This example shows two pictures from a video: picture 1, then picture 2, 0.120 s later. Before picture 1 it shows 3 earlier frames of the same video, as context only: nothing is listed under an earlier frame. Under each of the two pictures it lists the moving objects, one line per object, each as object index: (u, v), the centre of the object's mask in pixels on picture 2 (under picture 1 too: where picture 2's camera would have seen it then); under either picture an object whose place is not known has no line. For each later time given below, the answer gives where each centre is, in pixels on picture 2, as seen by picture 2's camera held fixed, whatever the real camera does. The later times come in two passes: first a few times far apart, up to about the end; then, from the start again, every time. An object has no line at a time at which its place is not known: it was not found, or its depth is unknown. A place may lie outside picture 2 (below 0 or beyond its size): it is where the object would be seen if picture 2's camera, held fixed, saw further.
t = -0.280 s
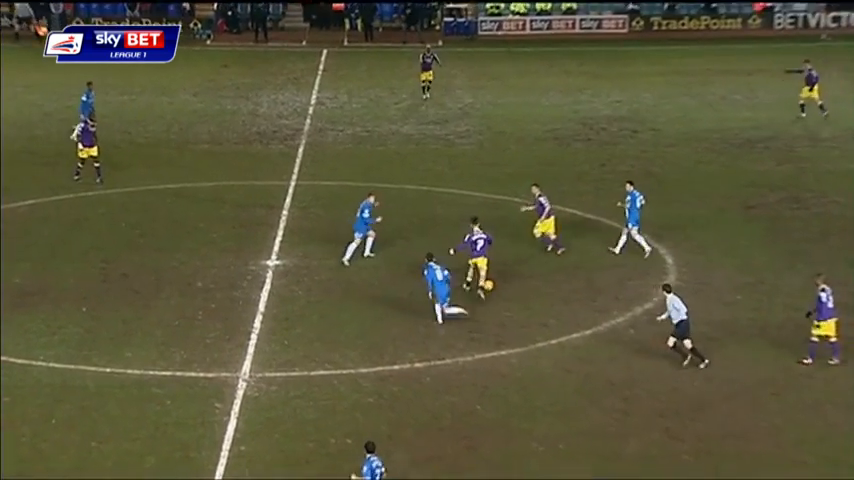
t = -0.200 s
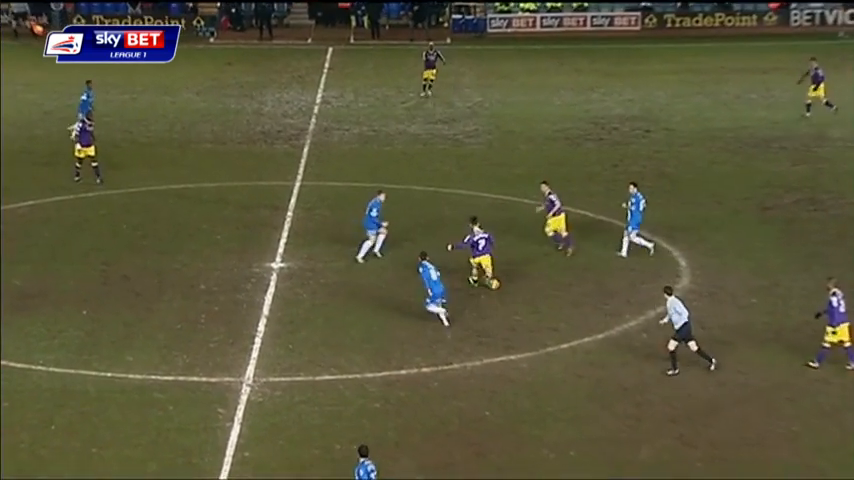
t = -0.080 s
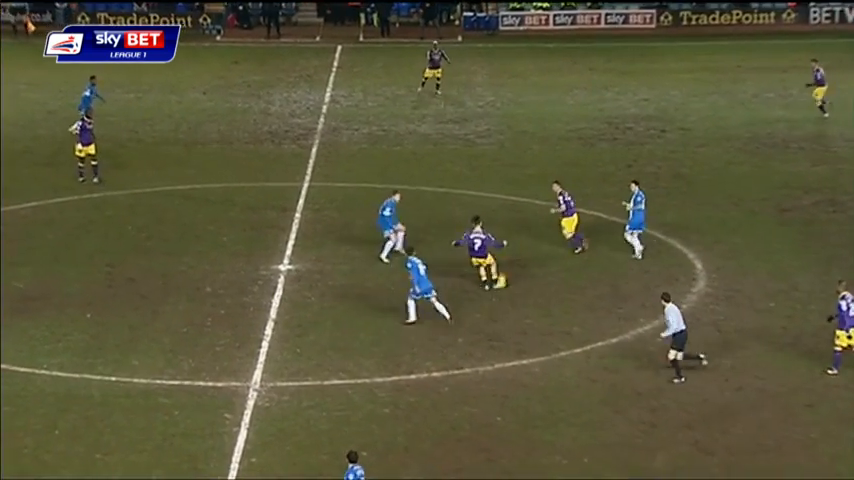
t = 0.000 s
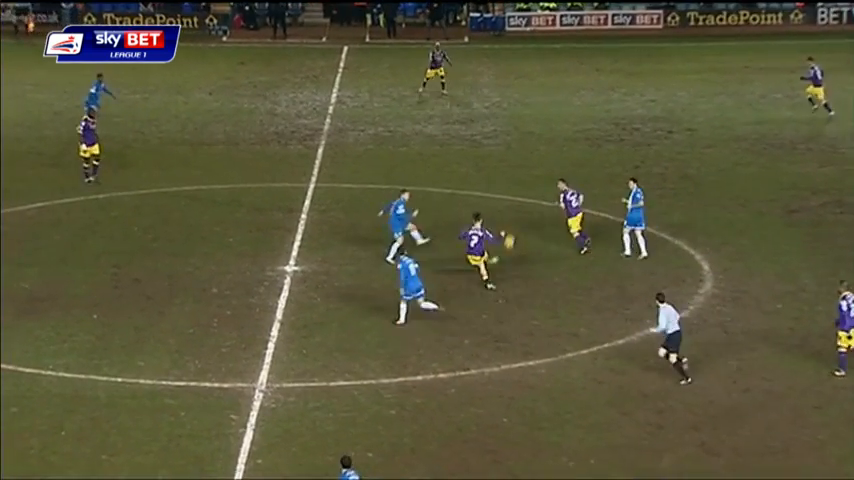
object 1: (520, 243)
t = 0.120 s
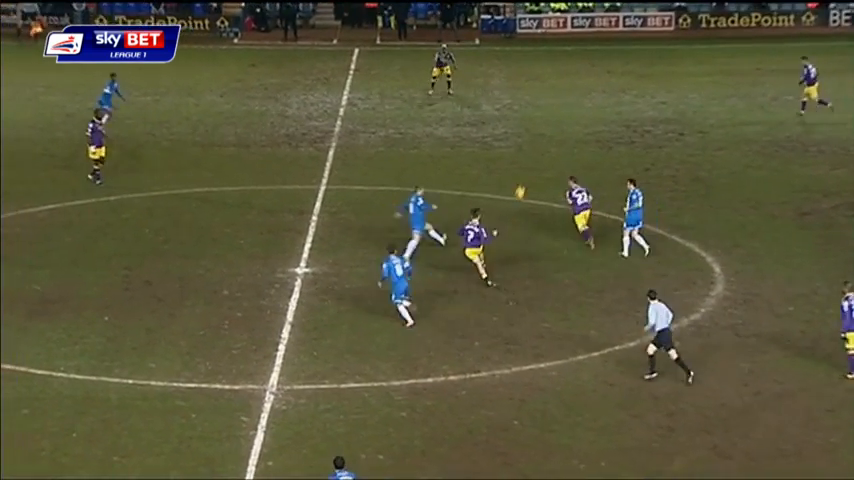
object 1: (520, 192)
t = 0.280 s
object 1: (517, 140)
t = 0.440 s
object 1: (510, 101)
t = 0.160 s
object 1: (520, 177)
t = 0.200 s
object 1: (518, 163)
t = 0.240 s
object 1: (517, 151)
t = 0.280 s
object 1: (517, 140)
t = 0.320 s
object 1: (514, 129)
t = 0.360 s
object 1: (513, 119)
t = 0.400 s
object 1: (513, 110)
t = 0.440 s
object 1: (510, 101)
